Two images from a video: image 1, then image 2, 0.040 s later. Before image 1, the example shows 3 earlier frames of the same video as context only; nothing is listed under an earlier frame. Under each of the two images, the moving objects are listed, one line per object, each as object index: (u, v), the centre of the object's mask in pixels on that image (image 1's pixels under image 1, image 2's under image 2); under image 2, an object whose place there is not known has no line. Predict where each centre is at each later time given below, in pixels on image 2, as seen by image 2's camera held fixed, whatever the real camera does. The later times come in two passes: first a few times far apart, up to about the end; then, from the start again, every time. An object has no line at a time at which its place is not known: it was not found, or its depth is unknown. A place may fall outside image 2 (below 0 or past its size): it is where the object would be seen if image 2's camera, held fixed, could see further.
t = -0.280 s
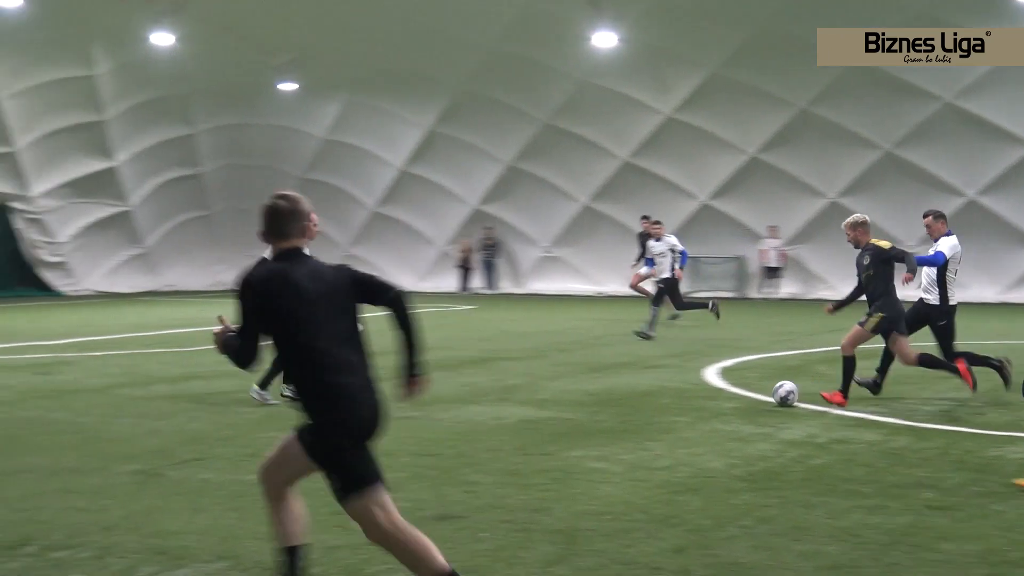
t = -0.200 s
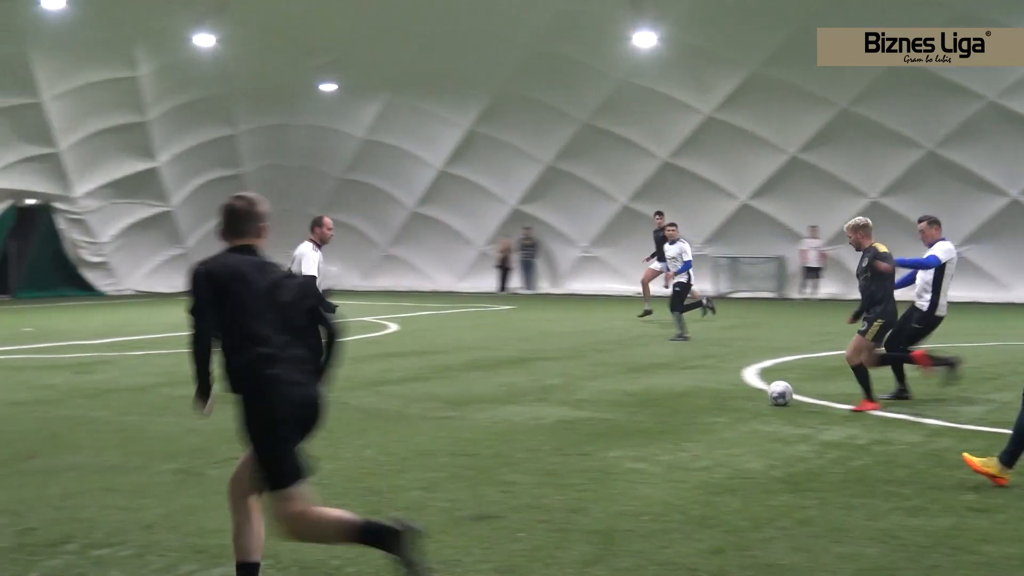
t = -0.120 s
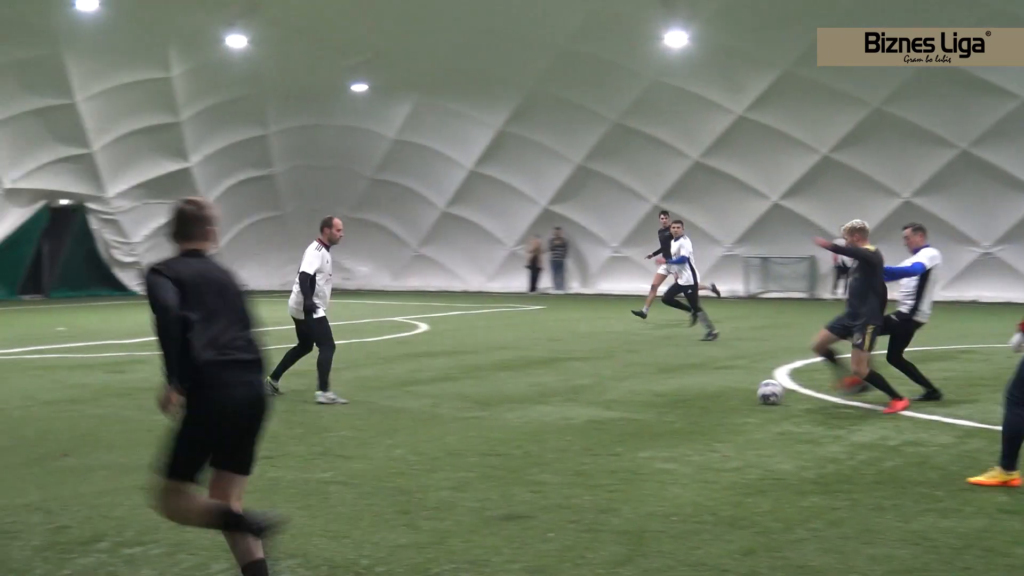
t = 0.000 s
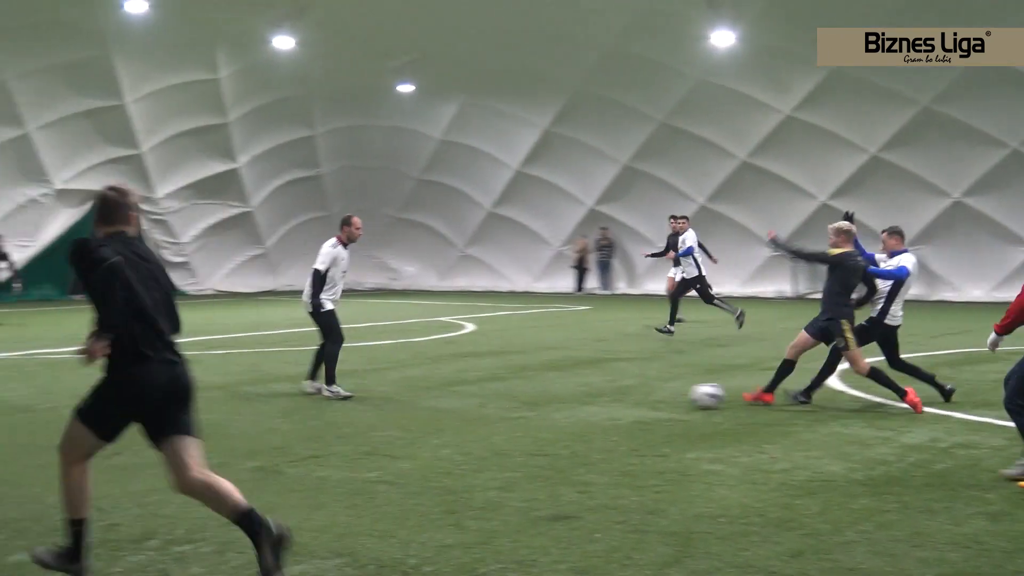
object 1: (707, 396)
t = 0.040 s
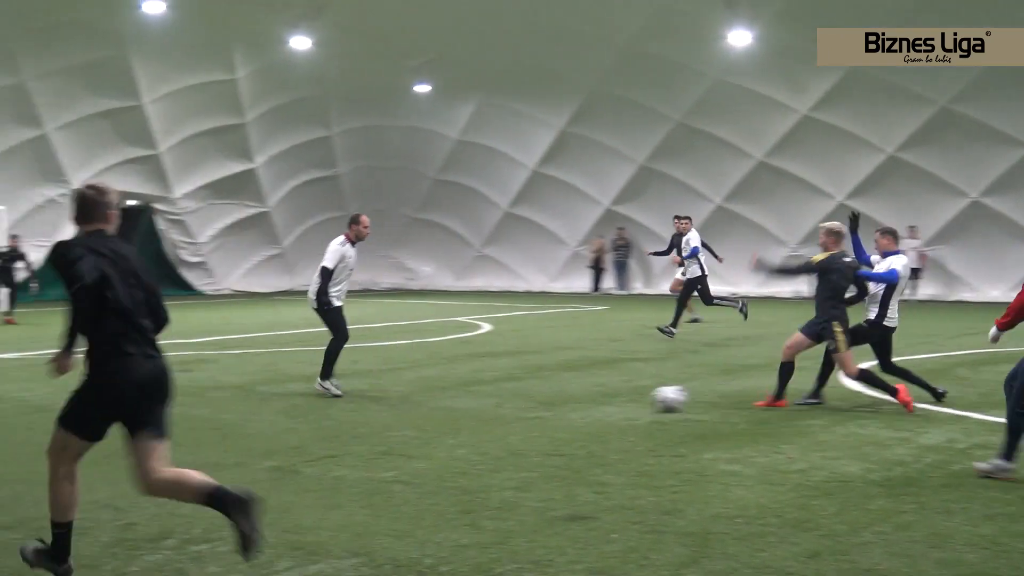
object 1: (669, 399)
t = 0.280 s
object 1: (335, 414)
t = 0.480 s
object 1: (57, 422)
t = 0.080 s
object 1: (615, 402)
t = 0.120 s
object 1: (560, 405)
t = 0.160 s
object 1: (505, 404)
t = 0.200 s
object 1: (450, 406)
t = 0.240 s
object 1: (392, 410)
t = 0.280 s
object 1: (335, 414)
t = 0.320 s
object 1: (280, 416)
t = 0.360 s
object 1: (224, 417)
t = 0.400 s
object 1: (167, 419)
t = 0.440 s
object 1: (114, 419)
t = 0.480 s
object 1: (57, 422)
